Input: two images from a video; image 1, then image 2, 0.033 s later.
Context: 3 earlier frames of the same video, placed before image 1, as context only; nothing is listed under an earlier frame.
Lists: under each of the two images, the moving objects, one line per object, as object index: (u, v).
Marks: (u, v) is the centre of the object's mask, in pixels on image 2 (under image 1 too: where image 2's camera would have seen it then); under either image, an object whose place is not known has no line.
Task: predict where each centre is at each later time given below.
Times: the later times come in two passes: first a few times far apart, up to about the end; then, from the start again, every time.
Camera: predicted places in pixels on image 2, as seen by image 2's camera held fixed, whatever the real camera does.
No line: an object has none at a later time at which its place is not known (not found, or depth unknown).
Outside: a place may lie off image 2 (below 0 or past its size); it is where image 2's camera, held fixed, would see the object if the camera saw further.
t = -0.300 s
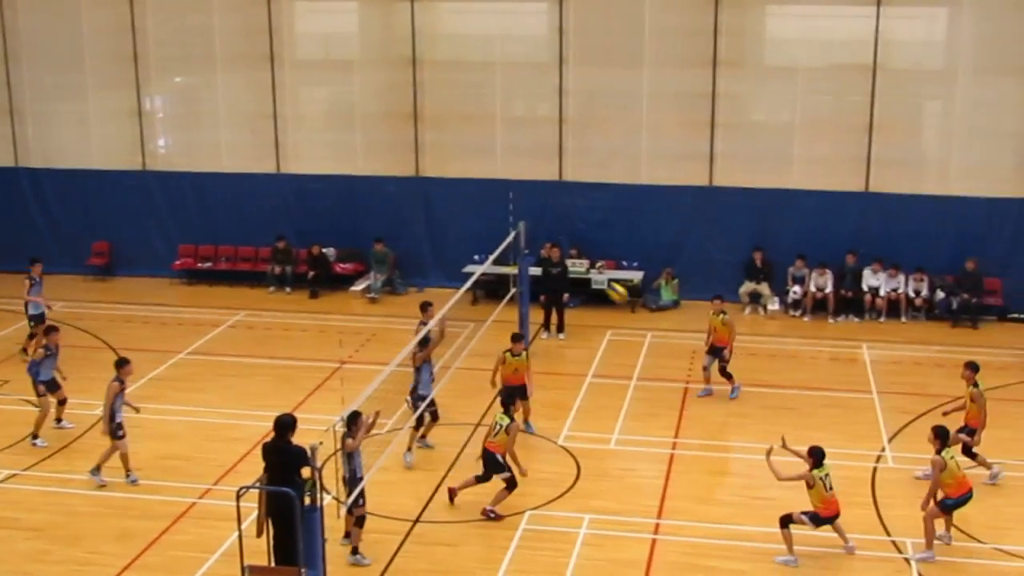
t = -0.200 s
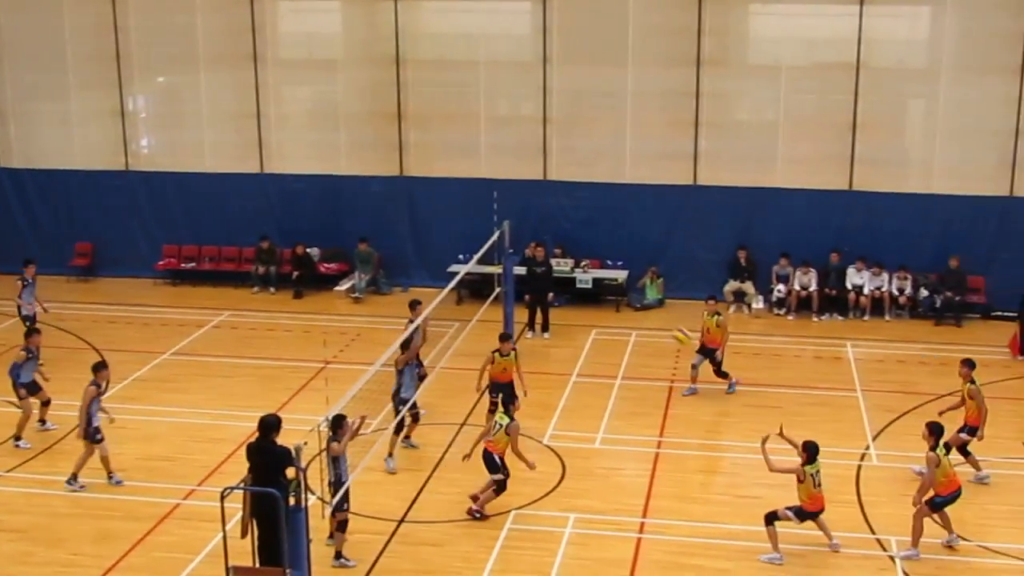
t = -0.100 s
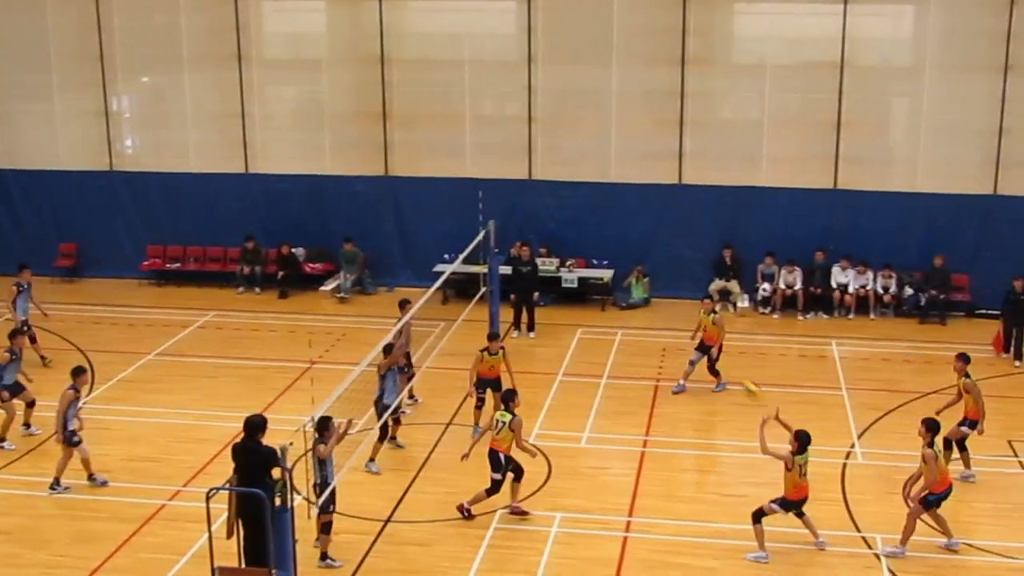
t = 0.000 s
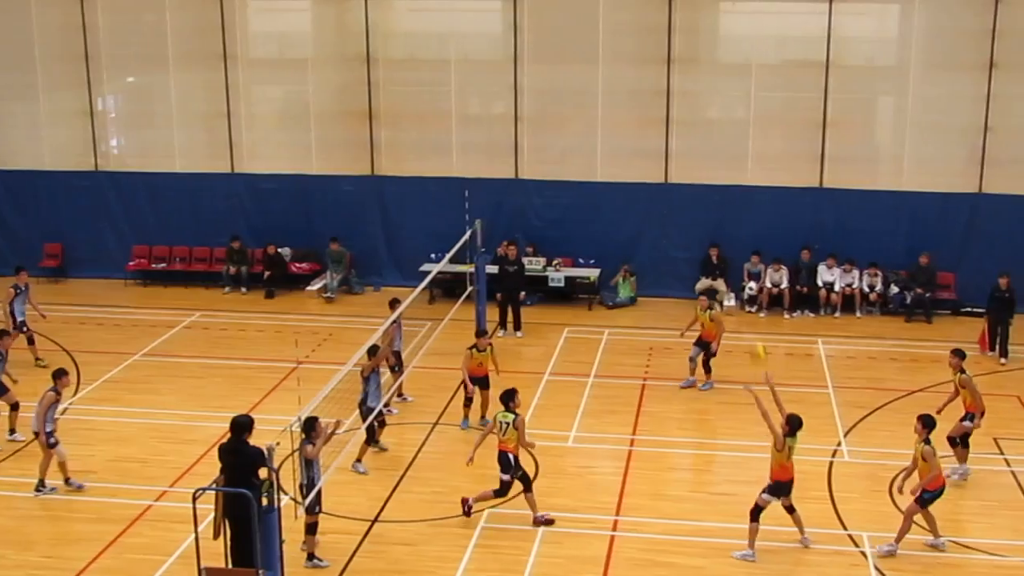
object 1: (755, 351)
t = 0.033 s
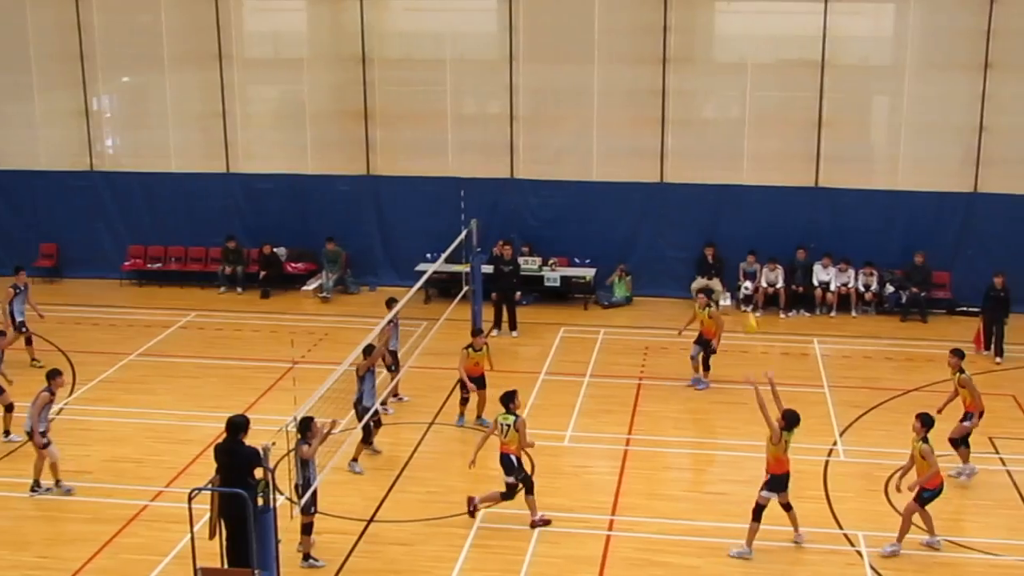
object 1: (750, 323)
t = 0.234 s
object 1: (723, 181)
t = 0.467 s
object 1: (691, 59)
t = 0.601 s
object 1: (672, 15)
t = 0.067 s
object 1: (746, 297)
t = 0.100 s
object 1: (741, 271)
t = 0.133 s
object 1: (737, 247)
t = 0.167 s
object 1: (733, 224)
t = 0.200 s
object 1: (728, 201)
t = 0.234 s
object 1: (723, 181)
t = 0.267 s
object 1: (719, 160)
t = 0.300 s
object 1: (714, 140)
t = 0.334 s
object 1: (710, 121)
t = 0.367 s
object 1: (705, 104)
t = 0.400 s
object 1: (700, 88)
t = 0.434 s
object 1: (695, 74)
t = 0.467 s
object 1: (691, 59)
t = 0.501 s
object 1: (687, 46)
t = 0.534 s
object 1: (681, 34)
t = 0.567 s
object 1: (676, 23)
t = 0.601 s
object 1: (672, 15)
